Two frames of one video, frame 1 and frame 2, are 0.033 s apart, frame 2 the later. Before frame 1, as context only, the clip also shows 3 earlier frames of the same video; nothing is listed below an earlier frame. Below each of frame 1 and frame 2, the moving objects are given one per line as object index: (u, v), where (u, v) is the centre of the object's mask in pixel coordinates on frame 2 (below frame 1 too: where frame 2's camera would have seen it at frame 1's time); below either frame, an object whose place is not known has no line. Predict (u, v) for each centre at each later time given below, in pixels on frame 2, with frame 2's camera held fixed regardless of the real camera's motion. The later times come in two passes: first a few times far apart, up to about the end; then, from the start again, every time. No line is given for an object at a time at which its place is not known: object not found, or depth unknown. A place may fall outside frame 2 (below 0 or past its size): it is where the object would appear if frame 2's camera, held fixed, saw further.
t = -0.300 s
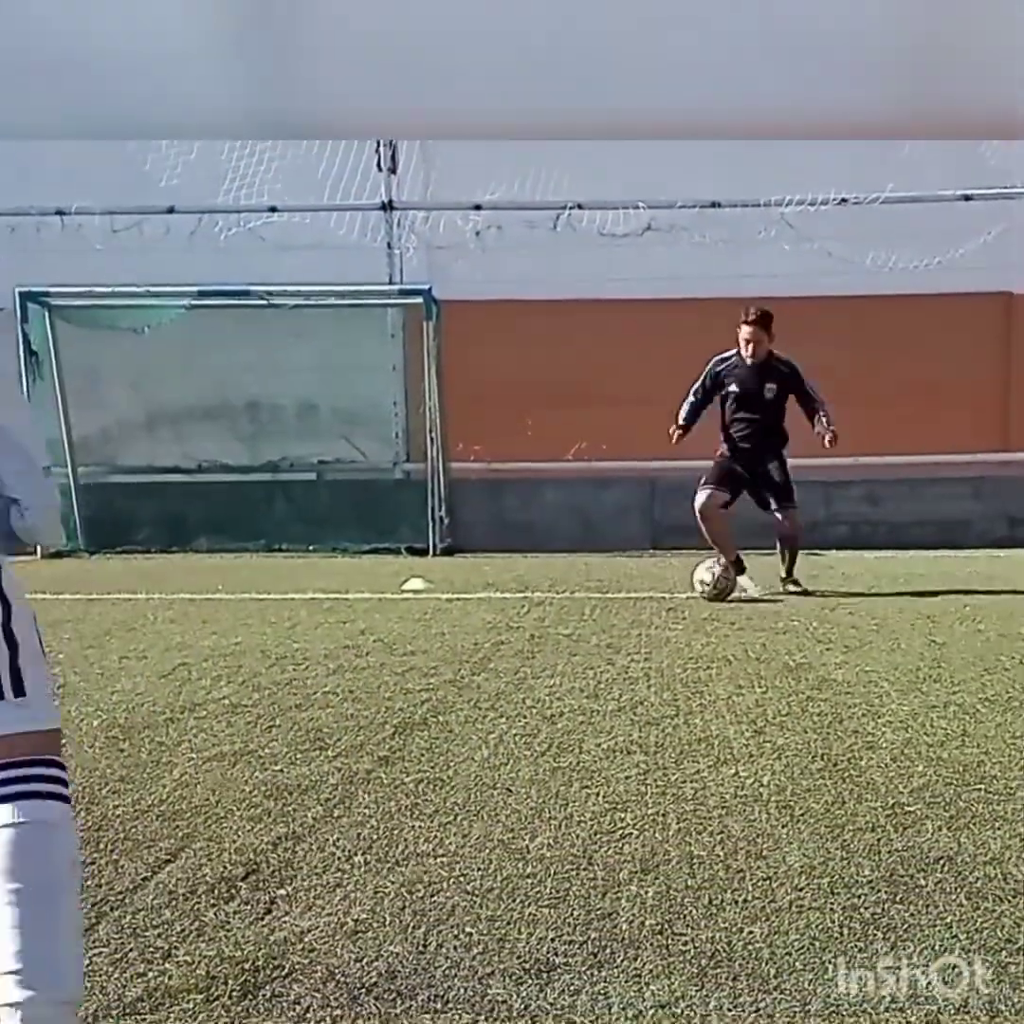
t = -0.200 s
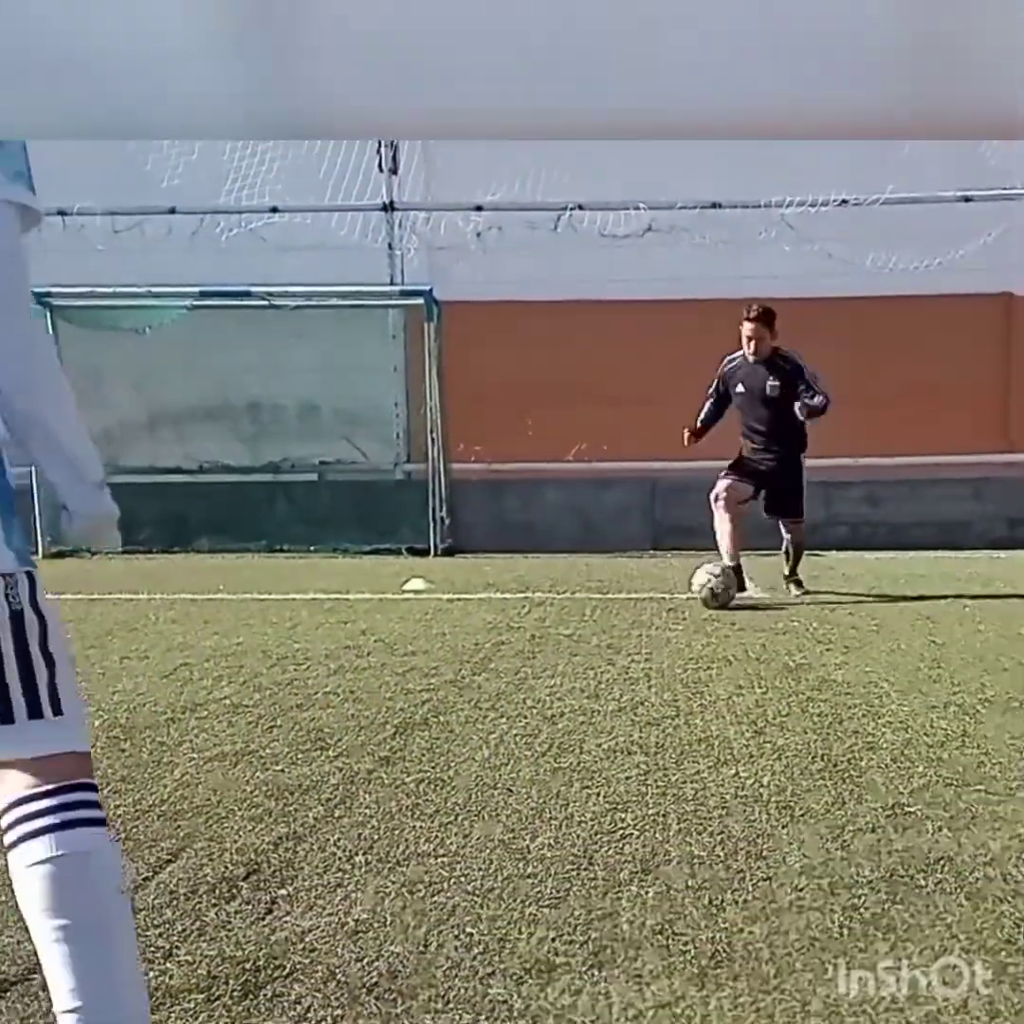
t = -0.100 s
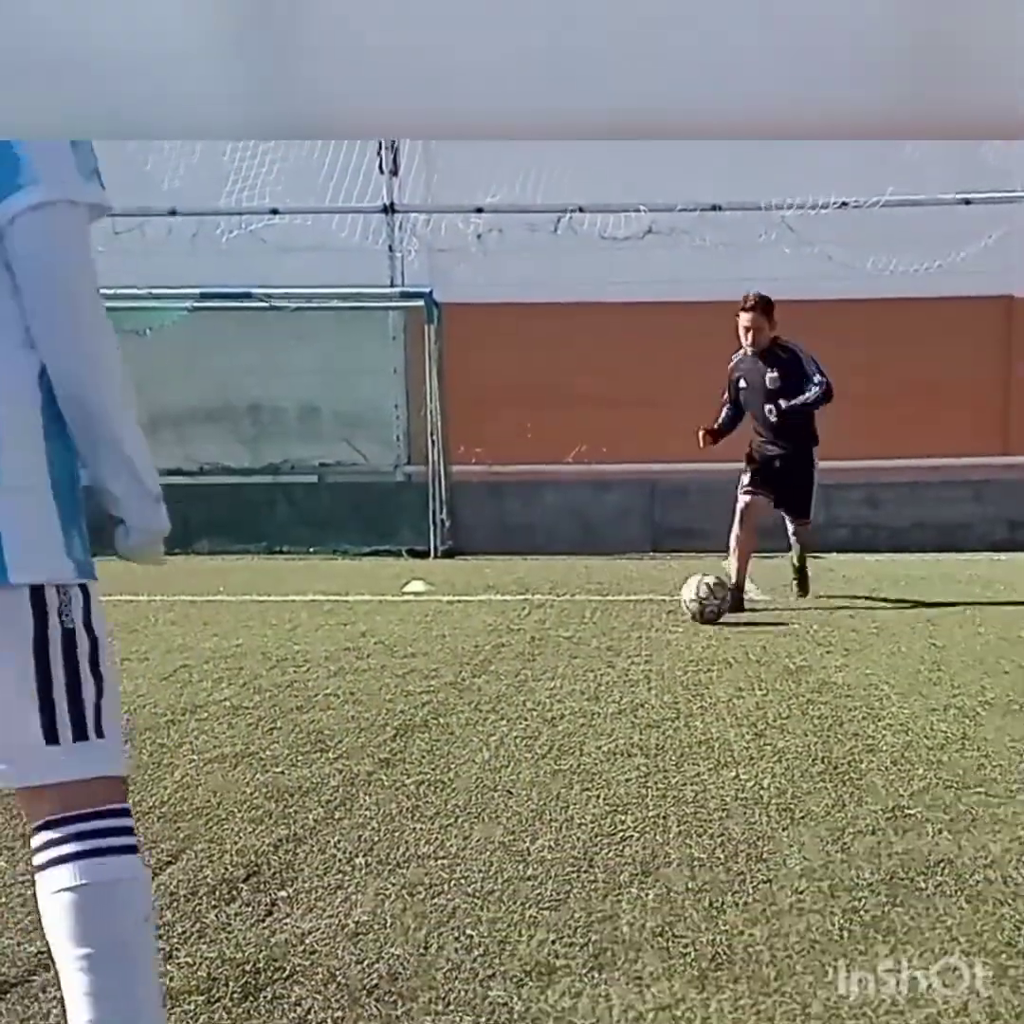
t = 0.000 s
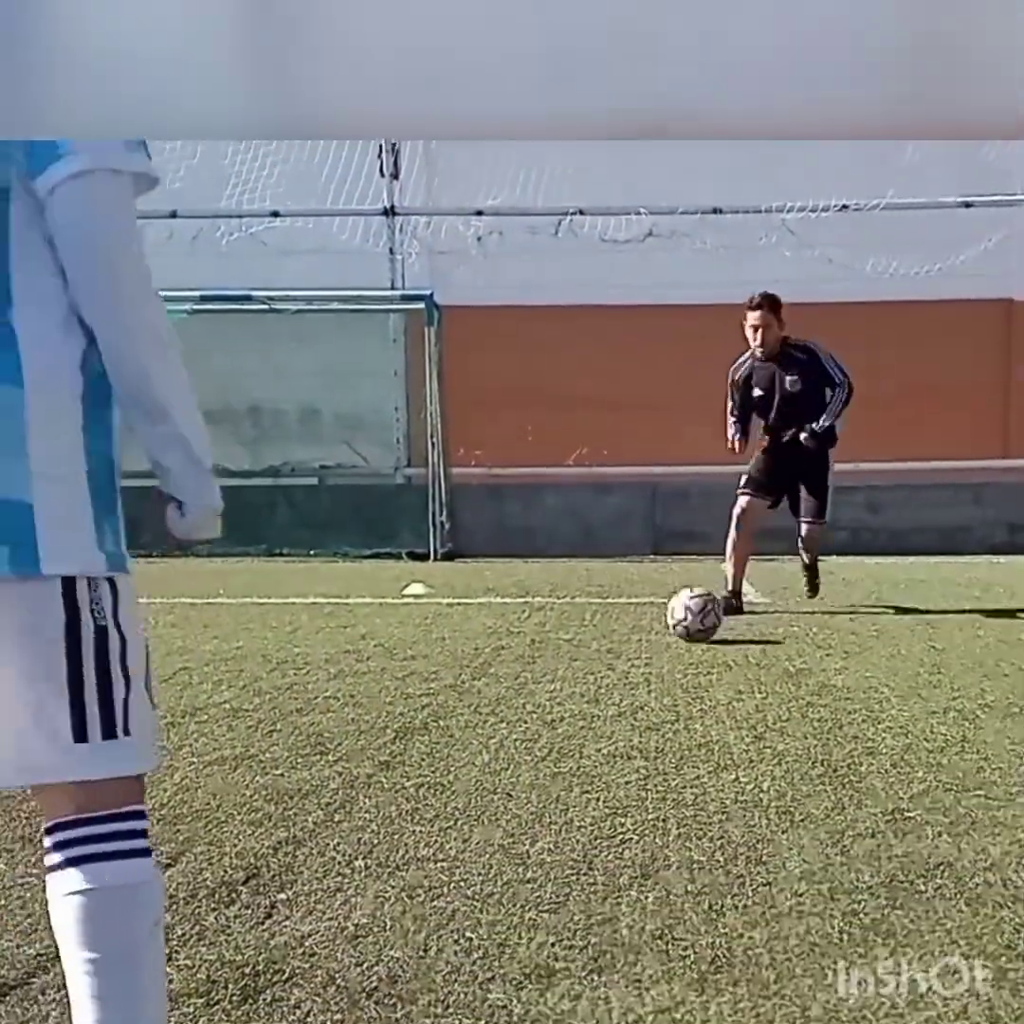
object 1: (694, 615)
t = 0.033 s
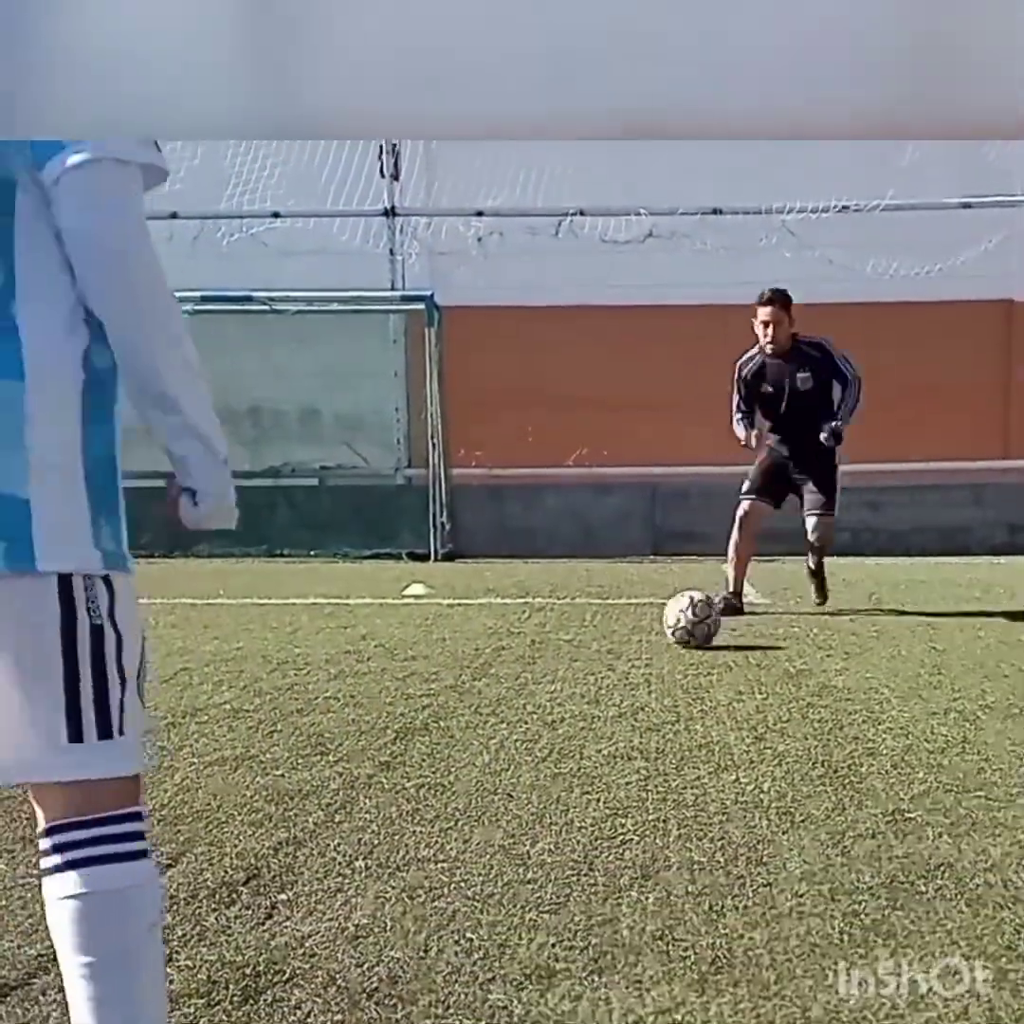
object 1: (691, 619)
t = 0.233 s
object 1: (668, 648)
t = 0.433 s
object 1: (641, 687)
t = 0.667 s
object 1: (592, 756)
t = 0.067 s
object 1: (688, 623)
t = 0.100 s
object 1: (684, 630)
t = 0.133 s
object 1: (681, 632)
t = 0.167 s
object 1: (677, 638)
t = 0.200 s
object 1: (672, 643)
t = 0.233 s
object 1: (668, 648)
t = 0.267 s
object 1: (664, 655)
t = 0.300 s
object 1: (660, 660)
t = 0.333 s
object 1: (658, 666)
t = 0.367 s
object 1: (652, 672)
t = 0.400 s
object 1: (646, 680)
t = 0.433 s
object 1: (641, 687)
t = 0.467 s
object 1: (636, 695)
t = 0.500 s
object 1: (630, 702)
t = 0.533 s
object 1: (624, 712)
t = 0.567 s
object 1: (617, 722)
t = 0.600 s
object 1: (609, 732)
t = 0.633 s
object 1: (600, 743)
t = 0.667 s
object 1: (592, 756)
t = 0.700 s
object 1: (581, 766)
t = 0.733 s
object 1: (569, 783)
